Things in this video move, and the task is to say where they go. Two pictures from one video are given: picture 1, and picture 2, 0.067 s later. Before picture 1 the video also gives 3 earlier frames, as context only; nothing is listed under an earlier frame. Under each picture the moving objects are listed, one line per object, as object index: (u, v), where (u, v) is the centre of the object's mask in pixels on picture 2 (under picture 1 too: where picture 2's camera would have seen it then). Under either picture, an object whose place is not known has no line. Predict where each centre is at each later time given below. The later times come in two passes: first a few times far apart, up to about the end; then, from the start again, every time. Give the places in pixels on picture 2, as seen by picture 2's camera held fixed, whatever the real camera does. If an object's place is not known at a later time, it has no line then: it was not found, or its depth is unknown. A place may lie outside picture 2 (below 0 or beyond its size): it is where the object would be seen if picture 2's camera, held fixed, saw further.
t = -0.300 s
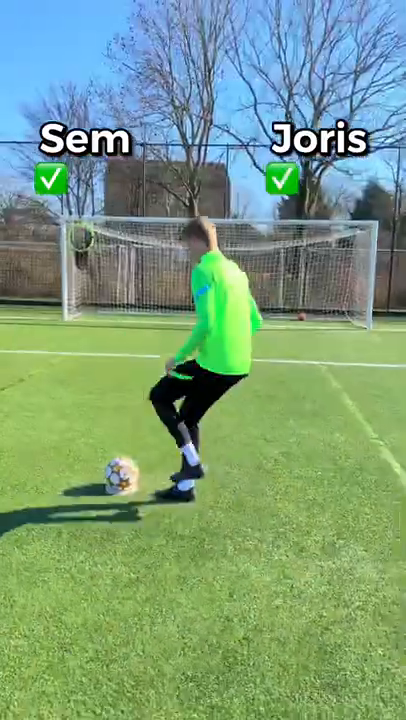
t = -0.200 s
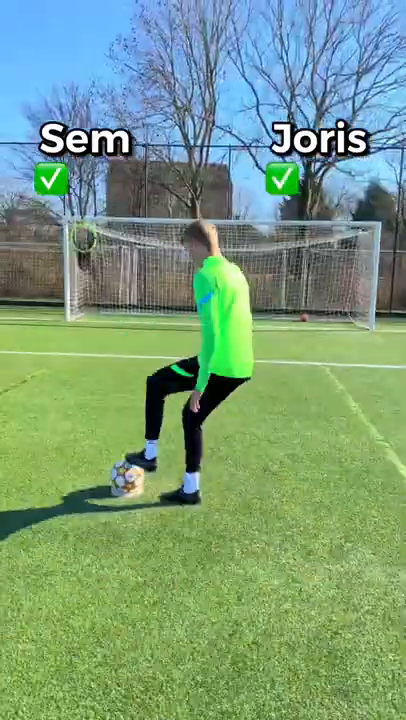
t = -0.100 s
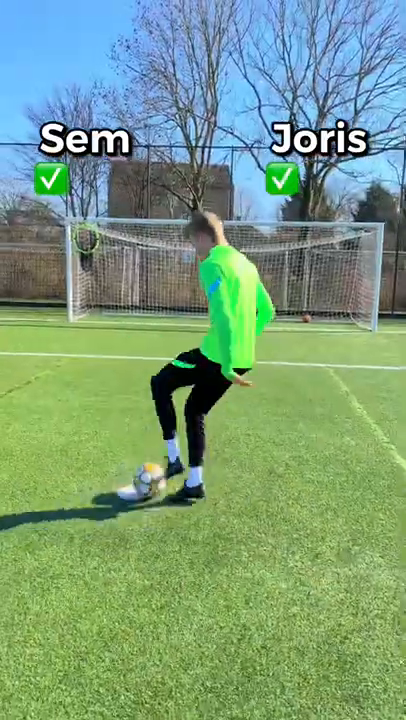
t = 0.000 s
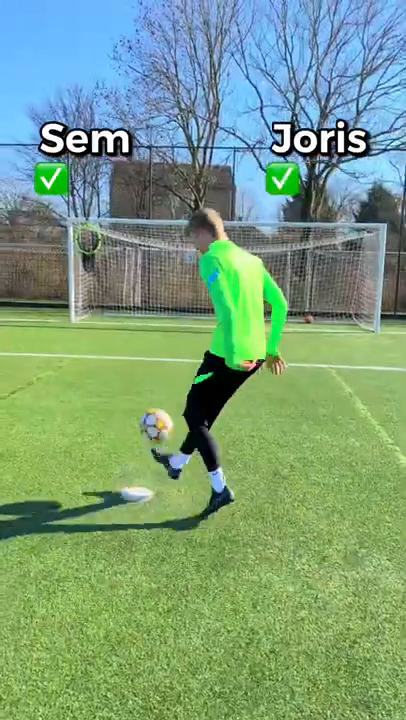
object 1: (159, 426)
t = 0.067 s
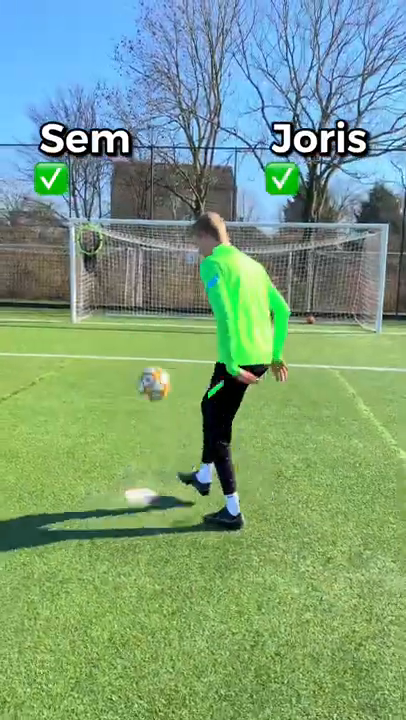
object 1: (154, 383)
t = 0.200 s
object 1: (144, 315)
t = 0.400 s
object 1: (134, 264)
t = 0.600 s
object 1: (119, 274)
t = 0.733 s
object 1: (107, 318)
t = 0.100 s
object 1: (150, 364)
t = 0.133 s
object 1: (148, 346)
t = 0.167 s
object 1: (146, 330)
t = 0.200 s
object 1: (144, 315)
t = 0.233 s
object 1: (143, 302)
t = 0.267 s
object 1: (141, 292)
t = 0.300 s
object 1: (140, 282)
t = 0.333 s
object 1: (138, 274)
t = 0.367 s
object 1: (136, 269)
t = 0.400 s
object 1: (134, 264)
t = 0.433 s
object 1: (131, 260)
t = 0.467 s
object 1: (129, 261)
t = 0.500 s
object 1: (127, 262)
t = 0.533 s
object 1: (124, 265)
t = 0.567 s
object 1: (123, 268)
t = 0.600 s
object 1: (119, 274)
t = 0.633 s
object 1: (119, 280)
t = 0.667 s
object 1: (116, 292)
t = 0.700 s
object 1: (114, 304)
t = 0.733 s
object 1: (107, 318)
